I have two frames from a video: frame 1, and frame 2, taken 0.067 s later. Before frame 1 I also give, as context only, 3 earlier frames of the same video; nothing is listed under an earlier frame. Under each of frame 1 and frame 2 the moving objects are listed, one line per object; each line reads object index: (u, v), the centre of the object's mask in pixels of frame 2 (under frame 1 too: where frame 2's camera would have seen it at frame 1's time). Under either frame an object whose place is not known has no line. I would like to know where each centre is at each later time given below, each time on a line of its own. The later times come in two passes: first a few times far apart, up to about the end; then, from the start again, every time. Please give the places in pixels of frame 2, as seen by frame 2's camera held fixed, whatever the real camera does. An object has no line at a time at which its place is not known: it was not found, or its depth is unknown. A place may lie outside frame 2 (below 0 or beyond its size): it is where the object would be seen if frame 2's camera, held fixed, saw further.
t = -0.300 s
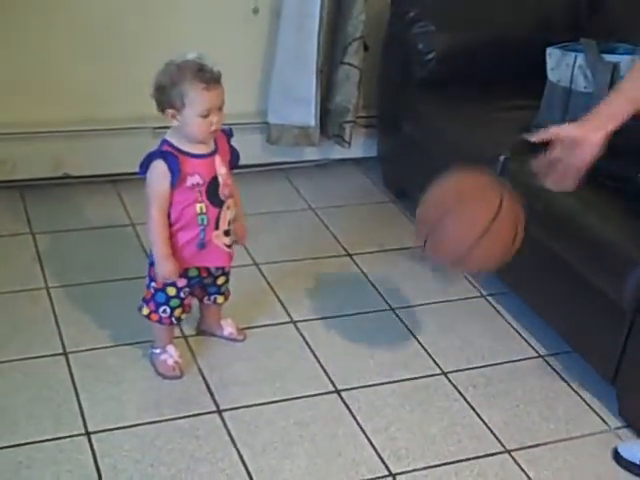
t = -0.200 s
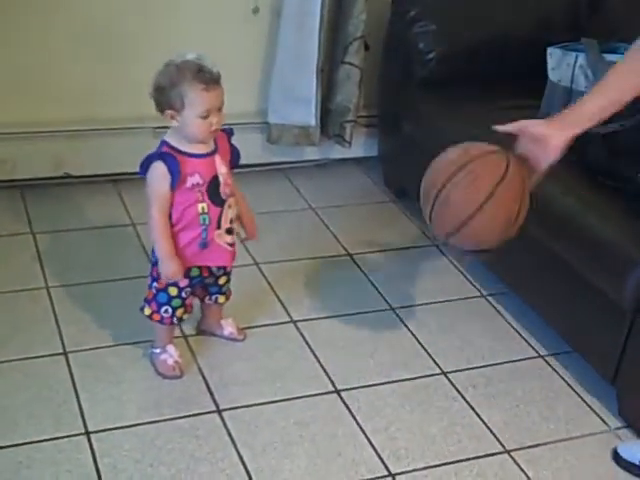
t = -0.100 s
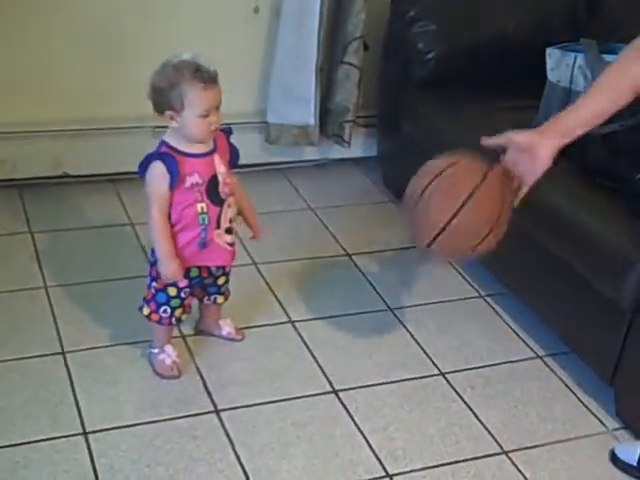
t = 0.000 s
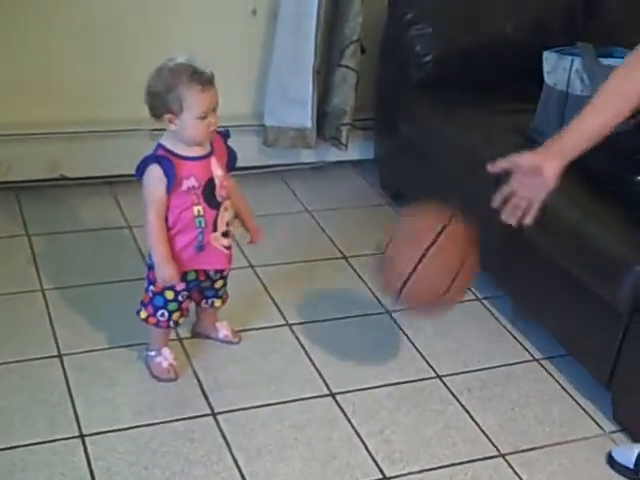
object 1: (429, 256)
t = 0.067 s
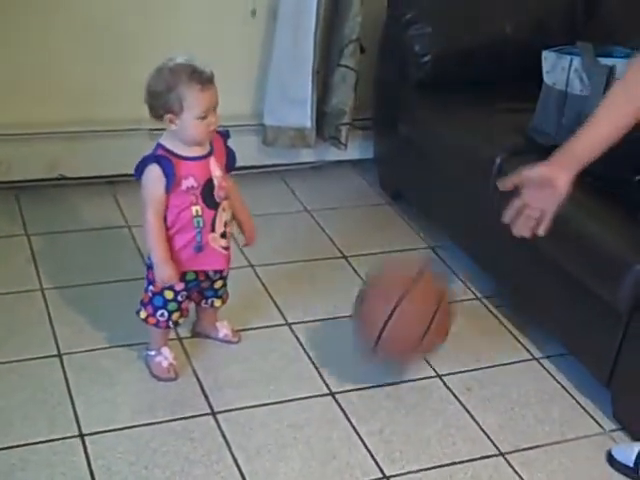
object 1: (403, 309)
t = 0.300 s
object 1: (388, 252)
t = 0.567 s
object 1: (355, 302)
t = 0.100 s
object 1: (391, 344)
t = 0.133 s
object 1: (388, 341)
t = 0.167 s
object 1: (390, 315)
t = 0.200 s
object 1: (390, 295)
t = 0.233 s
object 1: (390, 277)
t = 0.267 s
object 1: (390, 262)
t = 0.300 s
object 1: (388, 252)
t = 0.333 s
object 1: (387, 246)
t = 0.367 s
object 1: (384, 242)
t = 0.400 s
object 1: (381, 242)
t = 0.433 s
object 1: (377, 246)
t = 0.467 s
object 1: (373, 254)
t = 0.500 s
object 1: (368, 264)
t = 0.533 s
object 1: (362, 282)
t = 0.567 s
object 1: (355, 302)
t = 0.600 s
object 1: (346, 327)
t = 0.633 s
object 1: (343, 339)
